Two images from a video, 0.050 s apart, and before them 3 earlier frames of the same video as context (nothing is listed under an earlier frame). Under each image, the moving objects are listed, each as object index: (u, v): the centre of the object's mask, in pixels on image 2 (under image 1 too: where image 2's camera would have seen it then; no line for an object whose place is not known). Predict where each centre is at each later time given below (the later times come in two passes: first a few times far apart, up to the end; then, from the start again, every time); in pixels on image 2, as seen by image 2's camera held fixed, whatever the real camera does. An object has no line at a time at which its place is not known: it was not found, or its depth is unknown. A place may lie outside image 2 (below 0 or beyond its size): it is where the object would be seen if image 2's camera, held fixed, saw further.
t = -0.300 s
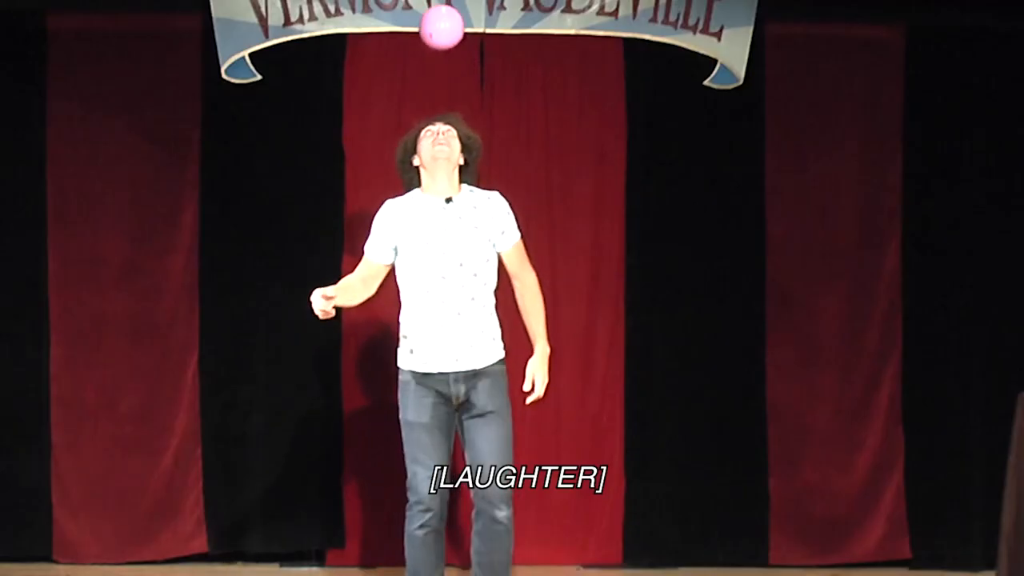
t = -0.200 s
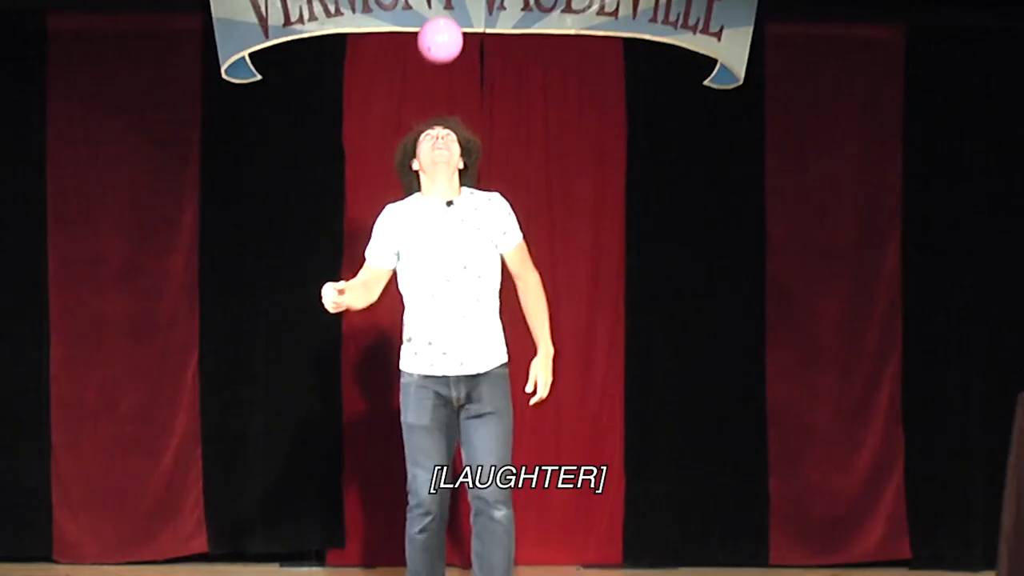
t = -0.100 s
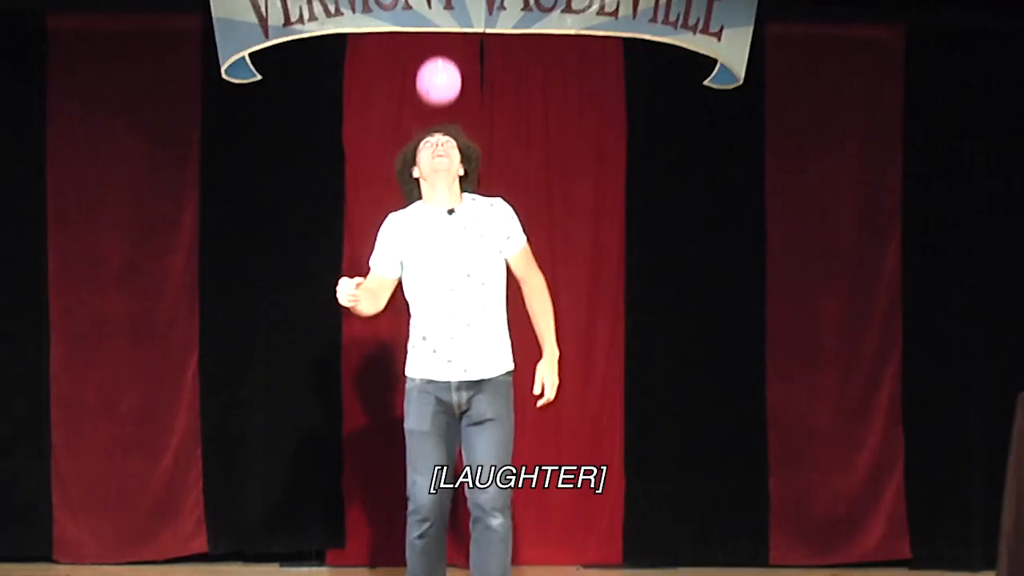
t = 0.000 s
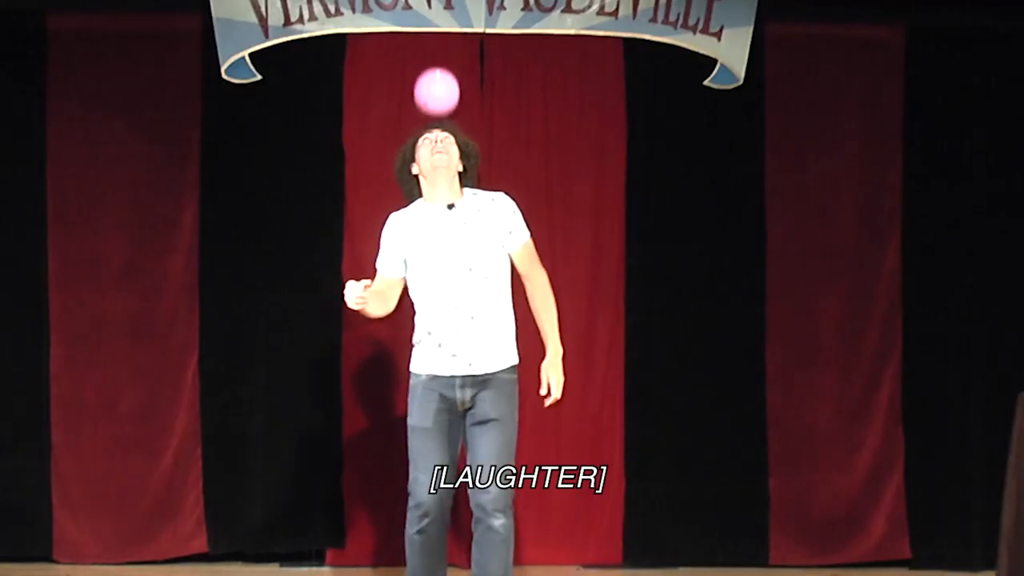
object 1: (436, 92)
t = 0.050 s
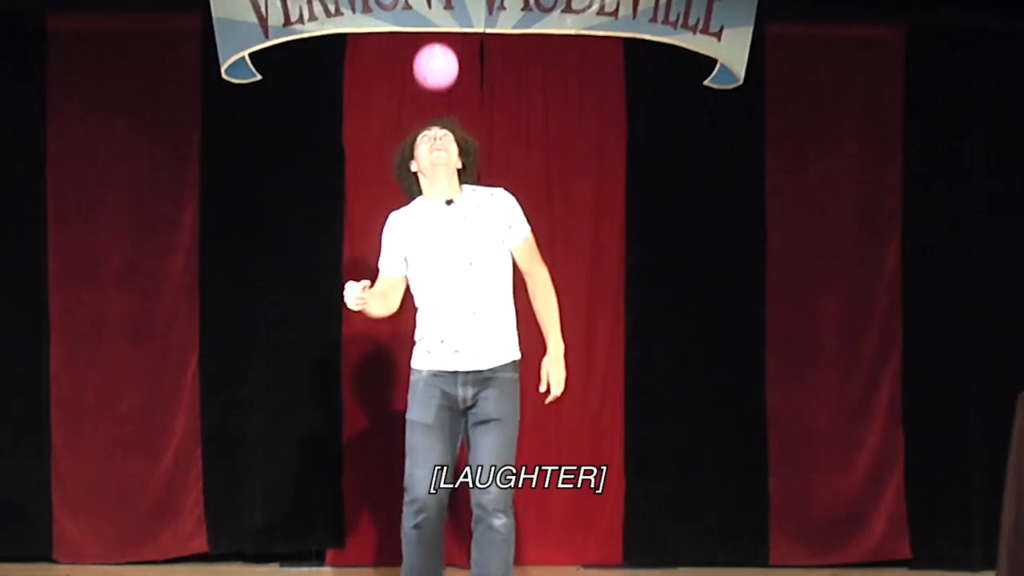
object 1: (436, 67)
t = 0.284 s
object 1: (431, 41)
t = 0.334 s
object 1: (429, 55)
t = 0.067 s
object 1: (435, 60)
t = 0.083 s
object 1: (435, 54)
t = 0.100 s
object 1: (435, 49)
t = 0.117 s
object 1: (434, 44)
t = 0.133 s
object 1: (434, 40)
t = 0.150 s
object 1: (434, 37)
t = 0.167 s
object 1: (433, 35)
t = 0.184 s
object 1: (433, 33)
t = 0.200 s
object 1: (432, 33)
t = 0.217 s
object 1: (432, 33)
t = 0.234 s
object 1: (432, 34)
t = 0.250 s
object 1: (432, 35)
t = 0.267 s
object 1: (431, 37)
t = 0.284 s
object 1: (431, 41)
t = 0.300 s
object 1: (430, 45)
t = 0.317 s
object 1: (430, 49)
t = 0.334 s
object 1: (429, 55)
